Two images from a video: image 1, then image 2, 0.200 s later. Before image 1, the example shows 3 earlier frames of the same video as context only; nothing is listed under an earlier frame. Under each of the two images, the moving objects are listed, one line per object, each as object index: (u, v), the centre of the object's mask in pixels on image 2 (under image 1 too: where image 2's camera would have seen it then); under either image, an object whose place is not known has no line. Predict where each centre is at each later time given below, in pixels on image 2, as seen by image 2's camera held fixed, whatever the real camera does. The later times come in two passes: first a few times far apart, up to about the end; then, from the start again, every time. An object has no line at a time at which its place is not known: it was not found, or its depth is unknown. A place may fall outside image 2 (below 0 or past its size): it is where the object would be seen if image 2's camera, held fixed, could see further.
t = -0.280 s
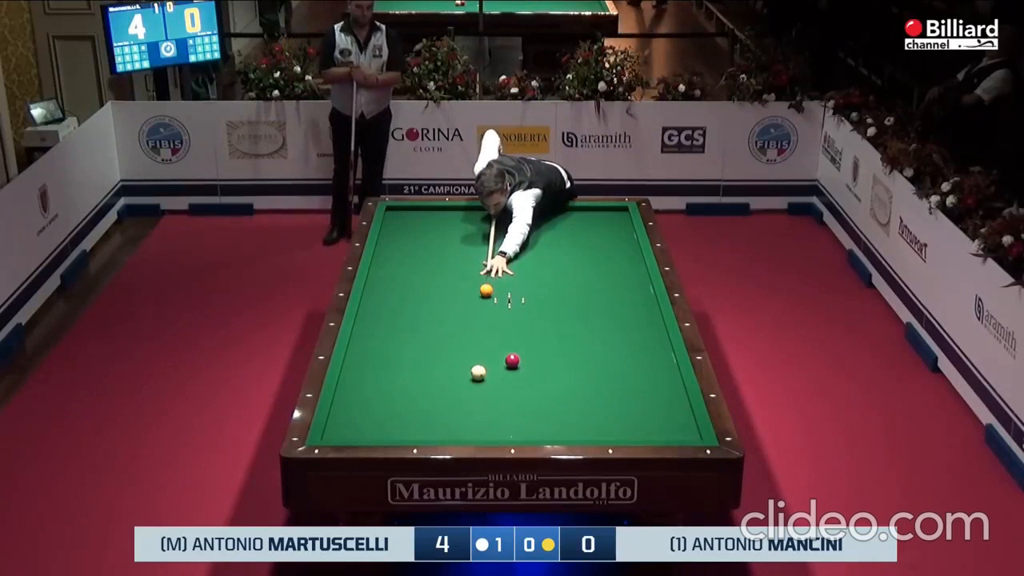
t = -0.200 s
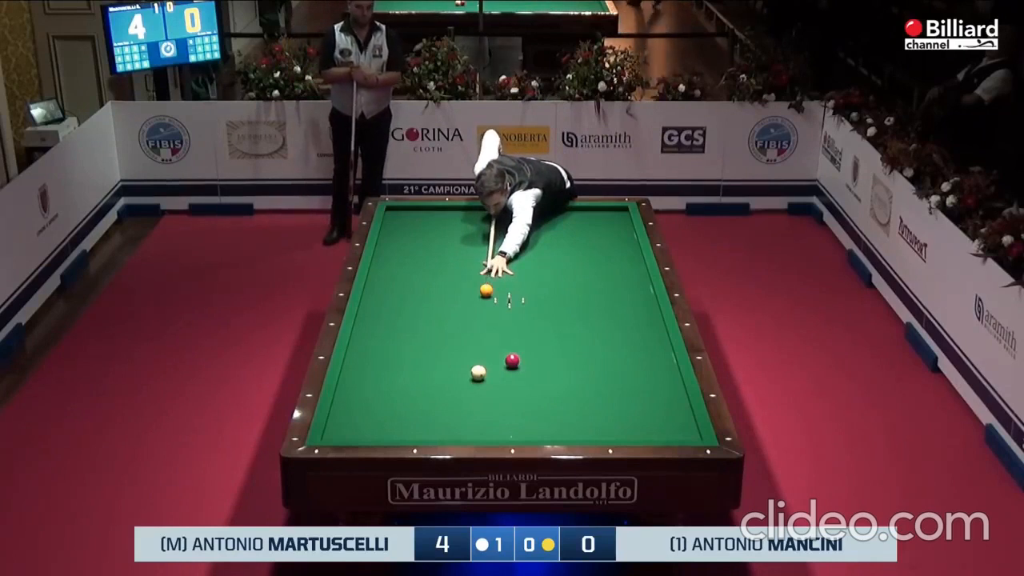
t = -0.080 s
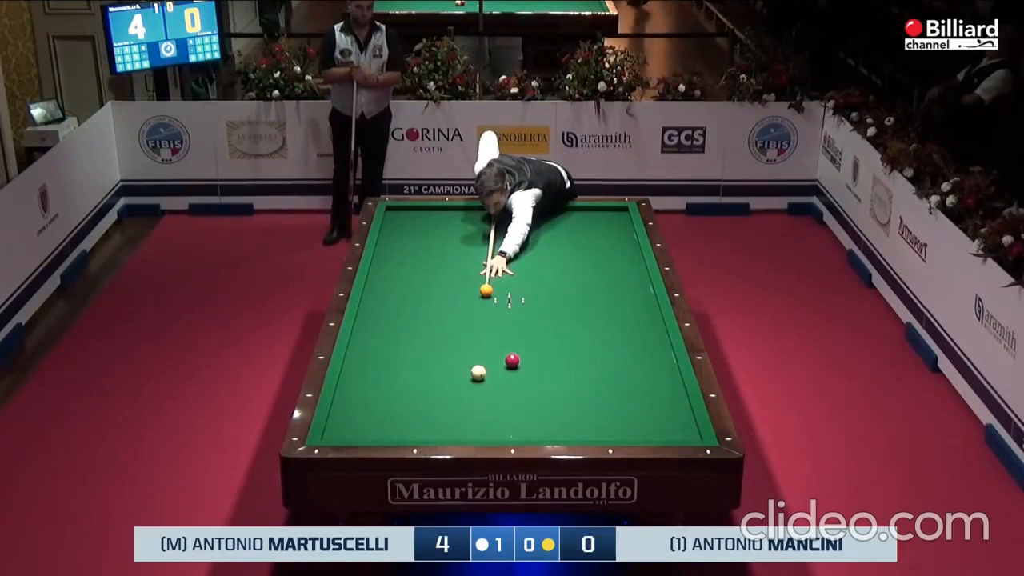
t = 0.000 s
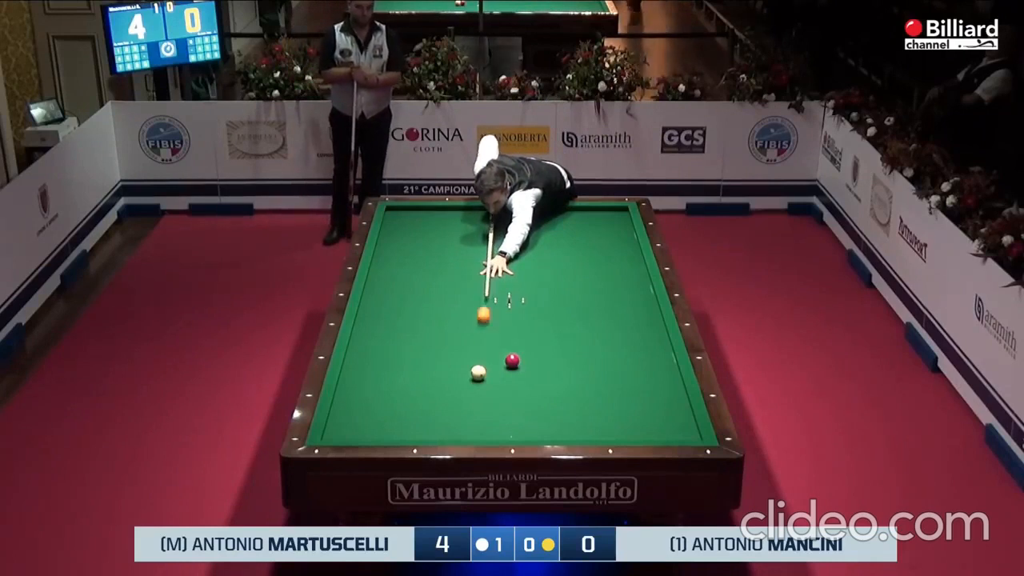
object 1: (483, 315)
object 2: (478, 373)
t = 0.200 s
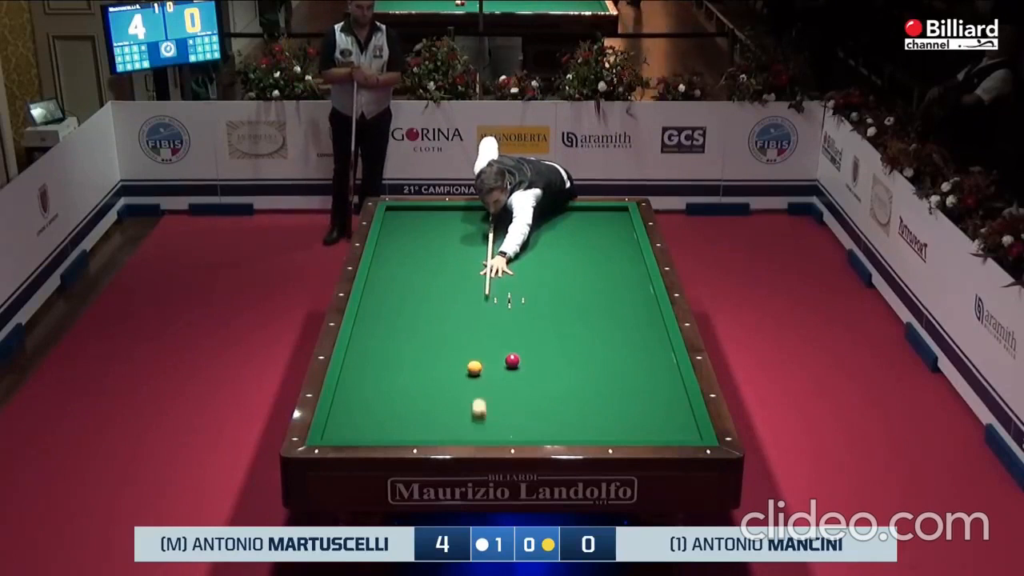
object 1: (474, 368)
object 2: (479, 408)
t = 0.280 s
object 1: (471, 370)
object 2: (480, 431)
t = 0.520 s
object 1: (460, 376)
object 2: (484, 354)
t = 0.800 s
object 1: (449, 383)
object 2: (488, 293)
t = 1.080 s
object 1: (437, 390)
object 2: (492, 249)
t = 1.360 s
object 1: (426, 397)
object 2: (494, 212)
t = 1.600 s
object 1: (417, 403)
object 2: (494, 227)
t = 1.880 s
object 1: (407, 409)
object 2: (494, 251)
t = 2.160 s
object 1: (397, 415)
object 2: (494, 276)
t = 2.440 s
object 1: (387, 421)
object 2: (493, 304)
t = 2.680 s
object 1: (380, 425)
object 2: (494, 330)
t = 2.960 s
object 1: (371, 430)
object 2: (493, 363)
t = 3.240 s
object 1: (363, 433)
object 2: (493, 401)
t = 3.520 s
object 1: (357, 435)
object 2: (493, 434)
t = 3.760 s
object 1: (355, 434)
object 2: (493, 412)
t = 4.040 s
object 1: (351, 432)
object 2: (493, 390)
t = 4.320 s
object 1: (349, 432)
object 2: (493, 369)
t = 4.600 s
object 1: (347, 431)
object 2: (494, 350)
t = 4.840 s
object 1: (346, 430)
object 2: (494, 335)
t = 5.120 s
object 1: (345, 429)
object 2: (494, 319)
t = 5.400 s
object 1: (344, 429)
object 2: (494, 304)
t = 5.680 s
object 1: (344, 429)
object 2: (494, 290)
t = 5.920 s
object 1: (344, 429)
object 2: (495, 279)
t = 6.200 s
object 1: (344, 429)
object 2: (495, 267)
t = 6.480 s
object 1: (344, 429)
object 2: (495, 256)
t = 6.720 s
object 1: (344, 429)
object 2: (495, 247)
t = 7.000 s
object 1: (344, 429)
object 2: (495, 237)
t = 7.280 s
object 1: (344, 429)
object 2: (495, 228)
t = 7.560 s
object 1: (344, 429)
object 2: (495, 219)
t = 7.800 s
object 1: (344, 429)
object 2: (494, 213)
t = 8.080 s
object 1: (344, 429)
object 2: (494, 209)
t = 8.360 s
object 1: (345, 428)
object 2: (494, 214)
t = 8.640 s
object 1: (345, 428)
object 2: (494, 218)
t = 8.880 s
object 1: (345, 428)
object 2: (494, 222)
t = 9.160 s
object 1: (345, 428)
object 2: (494, 226)
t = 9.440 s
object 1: (345, 428)
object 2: (494, 230)
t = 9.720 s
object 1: (345, 428)
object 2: (494, 235)
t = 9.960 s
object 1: (345, 428)
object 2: (494, 238)
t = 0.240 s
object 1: (472, 369)
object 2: (479, 428)
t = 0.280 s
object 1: (471, 370)
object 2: (480, 431)
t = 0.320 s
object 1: (469, 371)
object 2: (481, 416)
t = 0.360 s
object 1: (467, 372)
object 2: (481, 402)
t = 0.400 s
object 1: (465, 373)
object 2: (482, 388)
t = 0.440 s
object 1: (464, 374)
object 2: (483, 376)
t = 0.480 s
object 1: (462, 375)
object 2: (484, 364)
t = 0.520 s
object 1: (460, 376)
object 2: (484, 354)
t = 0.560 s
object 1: (459, 377)
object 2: (485, 343)
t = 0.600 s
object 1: (457, 379)
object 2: (486, 334)
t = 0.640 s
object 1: (455, 380)
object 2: (486, 324)
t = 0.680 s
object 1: (454, 380)
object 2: (487, 316)
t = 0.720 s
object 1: (452, 381)
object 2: (487, 308)
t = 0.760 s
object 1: (450, 383)
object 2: (488, 301)
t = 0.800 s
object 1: (449, 383)
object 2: (488, 293)
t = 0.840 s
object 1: (447, 385)
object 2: (489, 286)
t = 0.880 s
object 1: (445, 385)
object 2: (490, 280)
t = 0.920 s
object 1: (444, 386)
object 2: (490, 273)
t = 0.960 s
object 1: (442, 387)
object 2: (490, 267)
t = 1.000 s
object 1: (440, 388)
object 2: (491, 261)
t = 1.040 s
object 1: (439, 389)
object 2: (491, 255)
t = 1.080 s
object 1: (437, 390)
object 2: (492, 249)
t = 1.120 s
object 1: (436, 391)
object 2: (492, 243)
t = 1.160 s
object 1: (434, 392)
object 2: (492, 238)
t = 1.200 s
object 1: (432, 393)
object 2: (493, 233)
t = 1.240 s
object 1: (431, 394)
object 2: (493, 228)
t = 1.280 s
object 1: (429, 395)
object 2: (493, 222)
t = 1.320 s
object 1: (428, 396)
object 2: (494, 217)
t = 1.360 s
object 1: (426, 397)
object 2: (494, 212)
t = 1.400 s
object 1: (425, 398)
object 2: (494, 208)
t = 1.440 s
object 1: (423, 399)
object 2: (494, 211)
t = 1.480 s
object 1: (422, 400)
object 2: (494, 215)
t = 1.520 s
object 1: (420, 401)
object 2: (494, 219)
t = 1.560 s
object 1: (418, 402)
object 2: (494, 223)
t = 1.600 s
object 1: (417, 403)
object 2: (494, 227)
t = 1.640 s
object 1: (415, 403)
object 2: (494, 230)
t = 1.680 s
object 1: (414, 404)
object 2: (494, 234)
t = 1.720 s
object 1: (413, 405)
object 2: (494, 238)
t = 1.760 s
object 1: (411, 406)
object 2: (494, 241)
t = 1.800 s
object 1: (410, 407)
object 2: (494, 245)
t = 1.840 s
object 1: (408, 408)
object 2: (494, 248)
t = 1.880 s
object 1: (407, 409)
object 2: (494, 251)
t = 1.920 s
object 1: (405, 410)
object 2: (494, 255)
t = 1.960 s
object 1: (404, 411)
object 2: (494, 258)
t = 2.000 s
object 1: (403, 412)
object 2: (494, 262)
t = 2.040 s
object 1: (401, 412)
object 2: (494, 265)
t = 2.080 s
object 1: (400, 413)
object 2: (494, 269)
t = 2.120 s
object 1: (399, 414)
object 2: (494, 272)
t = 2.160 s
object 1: (397, 415)
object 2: (494, 276)
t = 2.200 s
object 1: (396, 416)
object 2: (494, 280)
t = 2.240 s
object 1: (394, 416)
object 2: (494, 284)
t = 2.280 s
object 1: (393, 417)
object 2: (494, 288)
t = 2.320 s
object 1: (392, 418)
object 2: (494, 291)
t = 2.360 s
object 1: (390, 419)
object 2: (493, 296)
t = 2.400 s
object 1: (389, 420)
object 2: (493, 300)
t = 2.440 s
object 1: (387, 421)
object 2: (493, 304)
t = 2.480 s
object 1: (386, 421)
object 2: (494, 308)
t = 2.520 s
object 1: (385, 422)
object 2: (494, 312)
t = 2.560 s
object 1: (383, 423)
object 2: (494, 316)
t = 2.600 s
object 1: (382, 424)
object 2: (494, 321)
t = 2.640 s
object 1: (381, 424)
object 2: (494, 325)
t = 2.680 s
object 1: (380, 425)
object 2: (494, 330)
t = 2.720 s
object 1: (379, 426)
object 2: (494, 334)
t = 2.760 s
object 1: (377, 426)
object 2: (493, 339)
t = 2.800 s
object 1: (376, 427)
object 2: (493, 343)
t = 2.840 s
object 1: (375, 428)
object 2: (493, 348)
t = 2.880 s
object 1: (373, 429)
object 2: (493, 353)
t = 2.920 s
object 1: (372, 429)
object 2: (493, 358)
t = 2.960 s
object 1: (371, 430)
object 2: (493, 363)
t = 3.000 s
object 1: (370, 430)
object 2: (493, 368)
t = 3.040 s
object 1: (369, 431)
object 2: (493, 373)
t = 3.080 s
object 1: (368, 431)
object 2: (493, 378)
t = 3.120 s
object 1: (367, 432)
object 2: (493, 384)
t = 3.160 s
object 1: (365, 432)
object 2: (493, 389)
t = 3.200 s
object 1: (364, 433)
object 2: (493, 395)
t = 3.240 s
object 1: (363, 433)
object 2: (493, 401)
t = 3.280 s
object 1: (362, 434)
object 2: (493, 406)
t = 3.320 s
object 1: (361, 434)
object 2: (493, 412)
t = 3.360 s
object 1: (360, 435)
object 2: (493, 418)
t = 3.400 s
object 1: (359, 435)
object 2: (493, 424)
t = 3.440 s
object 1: (358, 436)
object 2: (493, 430)
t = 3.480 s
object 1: (358, 435)
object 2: (493, 433)
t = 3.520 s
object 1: (357, 435)
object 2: (493, 434)
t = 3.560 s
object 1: (357, 435)
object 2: (493, 432)
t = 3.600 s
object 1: (356, 435)
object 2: (493, 428)
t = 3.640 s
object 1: (356, 435)
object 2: (493, 423)
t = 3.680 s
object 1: (355, 434)
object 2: (493, 420)
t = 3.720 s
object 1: (355, 434)
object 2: (493, 416)
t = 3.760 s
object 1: (355, 434)
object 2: (493, 412)
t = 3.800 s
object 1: (354, 434)
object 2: (493, 409)
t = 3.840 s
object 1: (354, 433)
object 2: (493, 406)
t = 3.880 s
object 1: (353, 433)
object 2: (493, 403)
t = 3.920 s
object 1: (353, 433)
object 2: (493, 399)
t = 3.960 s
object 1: (352, 433)
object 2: (493, 396)
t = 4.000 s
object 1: (352, 433)
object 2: (493, 393)
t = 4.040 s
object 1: (351, 432)
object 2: (493, 390)
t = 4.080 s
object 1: (351, 432)
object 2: (493, 387)
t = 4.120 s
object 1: (350, 432)
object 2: (493, 384)
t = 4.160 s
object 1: (350, 432)
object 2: (493, 381)
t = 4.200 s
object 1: (350, 432)
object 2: (493, 378)
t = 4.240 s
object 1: (349, 432)
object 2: (493, 375)
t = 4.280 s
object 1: (349, 432)
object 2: (493, 372)
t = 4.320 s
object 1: (349, 432)
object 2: (493, 369)
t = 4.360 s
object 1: (348, 432)
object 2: (493, 366)
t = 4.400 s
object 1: (348, 431)
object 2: (493, 364)
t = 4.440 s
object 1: (348, 431)
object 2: (493, 361)
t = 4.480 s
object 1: (348, 431)
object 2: (493, 358)
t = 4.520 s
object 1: (347, 431)
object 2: (493, 355)
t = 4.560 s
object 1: (347, 431)
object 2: (493, 353)
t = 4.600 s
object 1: (347, 431)
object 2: (494, 350)
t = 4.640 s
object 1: (347, 431)
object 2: (494, 347)
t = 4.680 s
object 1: (347, 430)
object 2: (494, 345)
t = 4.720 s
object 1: (346, 430)
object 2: (494, 342)
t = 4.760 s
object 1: (346, 430)
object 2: (494, 340)
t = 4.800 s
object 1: (346, 430)
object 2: (494, 337)
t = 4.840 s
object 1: (346, 430)
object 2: (494, 335)
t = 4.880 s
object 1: (346, 430)
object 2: (494, 333)
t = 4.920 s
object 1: (346, 430)
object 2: (494, 330)
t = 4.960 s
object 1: (345, 430)
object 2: (494, 328)
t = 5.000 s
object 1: (345, 430)
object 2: (494, 326)
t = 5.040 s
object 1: (345, 429)
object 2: (494, 323)
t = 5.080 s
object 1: (345, 429)
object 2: (494, 321)
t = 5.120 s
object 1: (345, 429)
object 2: (494, 319)
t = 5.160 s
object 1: (345, 429)
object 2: (494, 317)
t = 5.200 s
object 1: (345, 429)
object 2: (494, 315)
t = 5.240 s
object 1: (345, 429)
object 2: (494, 313)
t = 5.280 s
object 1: (345, 429)
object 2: (494, 310)
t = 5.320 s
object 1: (344, 429)
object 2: (494, 308)
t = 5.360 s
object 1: (344, 429)
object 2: (494, 306)
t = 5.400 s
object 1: (344, 429)
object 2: (494, 304)
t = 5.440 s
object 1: (344, 429)
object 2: (494, 302)
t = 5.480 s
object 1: (344, 429)
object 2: (494, 300)
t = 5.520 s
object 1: (344, 429)
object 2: (494, 298)
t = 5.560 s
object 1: (344, 429)
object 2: (494, 296)
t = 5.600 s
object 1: (344, 429)
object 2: (494, 294)
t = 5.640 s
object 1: (344, 429)
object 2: (494, 292)
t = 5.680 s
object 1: (344, 429)
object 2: (494, 290)
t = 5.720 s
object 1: (344, 429)
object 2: (494, 288)
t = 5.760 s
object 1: (344, 429)
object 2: (494, 286)
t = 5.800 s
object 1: (344, 429)
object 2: (494, 285)
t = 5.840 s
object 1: (344, 429)
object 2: (494, 283)
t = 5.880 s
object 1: (344, 429)
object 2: (494, 281)
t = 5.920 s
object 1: (344, 429)
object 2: (495, 279)
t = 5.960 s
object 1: (344, 429)
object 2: (494, 278)
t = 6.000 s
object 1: (344, 429)
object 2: (494, 276)
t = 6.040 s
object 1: (344, 429)
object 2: (494, 274)
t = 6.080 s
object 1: (344, 429)
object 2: (495, 272)
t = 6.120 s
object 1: (344, 429)
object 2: (494, 271)
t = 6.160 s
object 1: (344, 429)
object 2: (495, 269)
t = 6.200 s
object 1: (344, 429)
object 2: (495, 267)
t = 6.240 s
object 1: (344, 429)
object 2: (495, 266)
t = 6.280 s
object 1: (344, 429)
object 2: (495, 264)
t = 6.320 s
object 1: (344, 429)
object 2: (495, 262)
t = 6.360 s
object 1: (344, 429)
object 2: (495, 261)
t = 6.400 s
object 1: (344, 429)
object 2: (495, 259)
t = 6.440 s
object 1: (344, 429)
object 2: (495, 258)
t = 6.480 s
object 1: (344, 429)
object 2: (495, 256)
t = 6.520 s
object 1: (344, 429)
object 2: (495, 255)
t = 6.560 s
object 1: (344, 429)
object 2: (495, 253)
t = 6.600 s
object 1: (344, 429)
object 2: (495, 251)
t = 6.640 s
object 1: (344, 429)
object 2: (495, 250)
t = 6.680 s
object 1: (344, 429)
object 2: (495, 248)
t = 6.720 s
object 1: (344, 429)
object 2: (495, 247)
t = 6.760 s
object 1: (344, 429)
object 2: (495, 246)
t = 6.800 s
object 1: (344, 429)
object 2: (495, 244)
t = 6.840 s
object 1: (344, 429)
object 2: (495, 243)
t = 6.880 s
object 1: (344, 429)
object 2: (495, 241)
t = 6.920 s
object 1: (344, 429)
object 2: (495, 240)
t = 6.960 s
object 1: (344, 429)
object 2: (495, 239)
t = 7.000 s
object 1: (344, 429)
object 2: (495, 237)
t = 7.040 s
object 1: (344, 429)
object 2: (495, 236)
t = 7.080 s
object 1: (344, 429)
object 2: (495, 235)
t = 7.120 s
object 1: (344, 429)
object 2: (495, 233)
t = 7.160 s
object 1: (344, 429)
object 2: (495, 232)
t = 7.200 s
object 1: (344, 429)
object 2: (495, 231)
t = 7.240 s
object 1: (344, 429)
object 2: (495, 229)
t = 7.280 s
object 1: (344, 429)
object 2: (495, 228)
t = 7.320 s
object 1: (344, 429)
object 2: (495, 227)
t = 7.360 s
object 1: (344, 429)
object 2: (495, 225)
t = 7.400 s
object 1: (344, 429)
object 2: (495, 224)
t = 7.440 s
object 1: (344, 429)
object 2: (495, 223)
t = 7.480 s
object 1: (344, 429)
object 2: (495, 222)
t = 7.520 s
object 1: (344, 429)
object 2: (495, 221)
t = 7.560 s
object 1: (344, 429)
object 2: (495, 219)
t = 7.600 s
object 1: (344, 429)
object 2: (495, 218)
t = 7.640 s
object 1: (344, 429)
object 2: (494, 217)
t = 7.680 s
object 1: (344, 429)
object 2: (495, 216)
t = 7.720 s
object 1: (344, 429)
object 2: (495, 215)
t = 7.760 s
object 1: (344, 429)
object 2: (495, 214)
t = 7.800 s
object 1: (344, 429)
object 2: (494, 213)
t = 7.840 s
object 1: (344, 429)
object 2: (495, 211)
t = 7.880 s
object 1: (344, 429)
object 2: (494, 210)
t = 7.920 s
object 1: (344, 429)
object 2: (494, 209)
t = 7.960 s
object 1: (344, 429)
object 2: (495, 208)
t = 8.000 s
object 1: (344, 429)
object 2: (495, 208)
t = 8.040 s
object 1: (344, 429)
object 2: (495, 209)
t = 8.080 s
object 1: (344, 429)
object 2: (494, 209)
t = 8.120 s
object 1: (344, 429)
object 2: (494, 210)
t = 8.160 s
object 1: (344, 429)
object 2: (494, 211)
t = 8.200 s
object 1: (344, 429)
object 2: (494, 211)
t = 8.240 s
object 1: (345, 429)
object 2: (494, 212)
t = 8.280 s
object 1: (345, 429)
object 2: (494, 213)
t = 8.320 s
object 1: (345, 428)
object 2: (494, 213)
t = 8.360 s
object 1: (345, 428)
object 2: (494, 214)
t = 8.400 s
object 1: (345, 428)
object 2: (494, 215)
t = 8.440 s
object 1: (345, 428)
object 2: (494, 215)
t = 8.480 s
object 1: (345, 428)
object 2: (494, 216)
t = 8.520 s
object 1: (345, 428)
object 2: (494, 217)
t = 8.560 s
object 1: (345, 428)
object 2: (494, 217)
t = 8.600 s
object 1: (345, 428)
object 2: (494, 218)
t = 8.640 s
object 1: (345, 428)
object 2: (494, 218)
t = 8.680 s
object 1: (345, 428)
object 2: (494, 219)
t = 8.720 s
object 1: (345, 428)
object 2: (494, 220)
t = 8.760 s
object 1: (345, 428)
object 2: (494, 220)
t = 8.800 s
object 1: (345, 428)
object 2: (494, 221)
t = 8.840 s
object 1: (345, 428)
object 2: (494, 221)
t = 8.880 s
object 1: (345, 428)
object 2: (494, 222)
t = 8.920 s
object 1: (345, 428)
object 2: (494, 223)
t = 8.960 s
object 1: (345, 428)
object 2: (494, 223)
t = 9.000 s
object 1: (345, 428)
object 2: (494, 224)
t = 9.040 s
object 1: (345, 428)
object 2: (494, 225)
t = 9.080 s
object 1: (345, 428)
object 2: (494, 225)
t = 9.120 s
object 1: (345, 428)
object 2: (495, 226)
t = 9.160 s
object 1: (345, 428)
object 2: (494, 226)
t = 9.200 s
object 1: (345, 428)
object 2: (494, 227)
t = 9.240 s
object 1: (345, 428)
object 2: (494, 228)
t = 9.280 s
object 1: (345, 428)
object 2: (495, 228)
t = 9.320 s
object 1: (345, 428)
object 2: (495, 229)
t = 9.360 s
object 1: (345, 428)
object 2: (495, 229)
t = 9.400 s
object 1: (345, 428)
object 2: (495, 230)
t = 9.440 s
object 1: (345, 428)
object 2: (494, 230)
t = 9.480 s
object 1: (345, 428)
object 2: (494, 231)
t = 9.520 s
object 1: (345, 428)
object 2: (494, 232)
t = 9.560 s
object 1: (345, 428)
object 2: (494, 232)
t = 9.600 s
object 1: (345, 428)
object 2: (494, 233)
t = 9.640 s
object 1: (345, 428)
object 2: (494, 233)
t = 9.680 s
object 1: (345, 428)
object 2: (494, 234)
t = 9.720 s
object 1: (345, 428)
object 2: (494, 235)
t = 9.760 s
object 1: (345, 428)
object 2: (494, 235)
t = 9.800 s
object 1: (345, 428)
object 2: (494, 236)
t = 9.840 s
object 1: (345, 428)
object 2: (494, 236)
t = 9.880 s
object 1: (345, 428)
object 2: (494, 237)
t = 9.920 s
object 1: (345, 428)
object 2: (494, 237)
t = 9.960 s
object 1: (345, 428)
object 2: (494, 238)
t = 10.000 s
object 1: (345, 428)
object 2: (494, 239)
